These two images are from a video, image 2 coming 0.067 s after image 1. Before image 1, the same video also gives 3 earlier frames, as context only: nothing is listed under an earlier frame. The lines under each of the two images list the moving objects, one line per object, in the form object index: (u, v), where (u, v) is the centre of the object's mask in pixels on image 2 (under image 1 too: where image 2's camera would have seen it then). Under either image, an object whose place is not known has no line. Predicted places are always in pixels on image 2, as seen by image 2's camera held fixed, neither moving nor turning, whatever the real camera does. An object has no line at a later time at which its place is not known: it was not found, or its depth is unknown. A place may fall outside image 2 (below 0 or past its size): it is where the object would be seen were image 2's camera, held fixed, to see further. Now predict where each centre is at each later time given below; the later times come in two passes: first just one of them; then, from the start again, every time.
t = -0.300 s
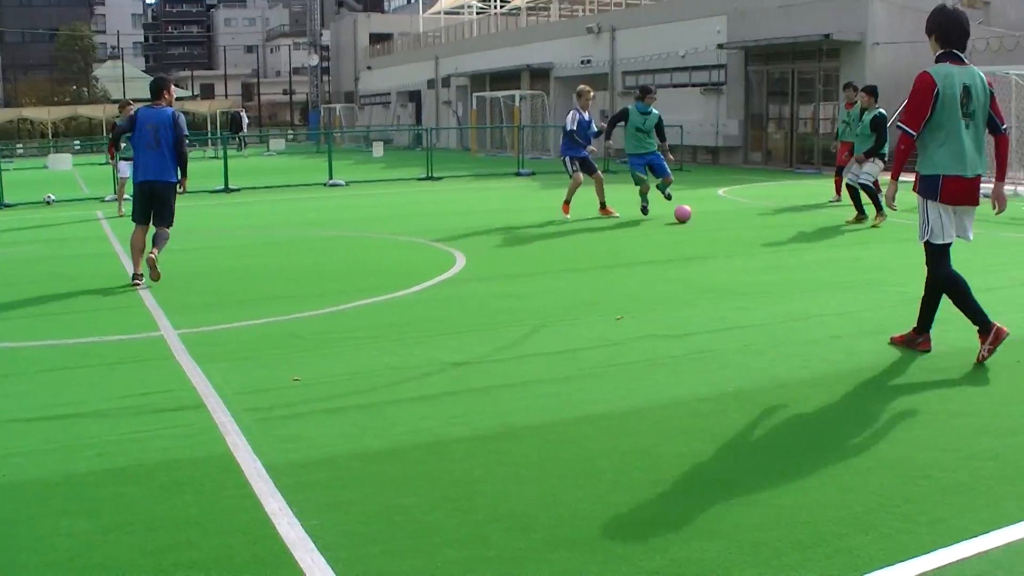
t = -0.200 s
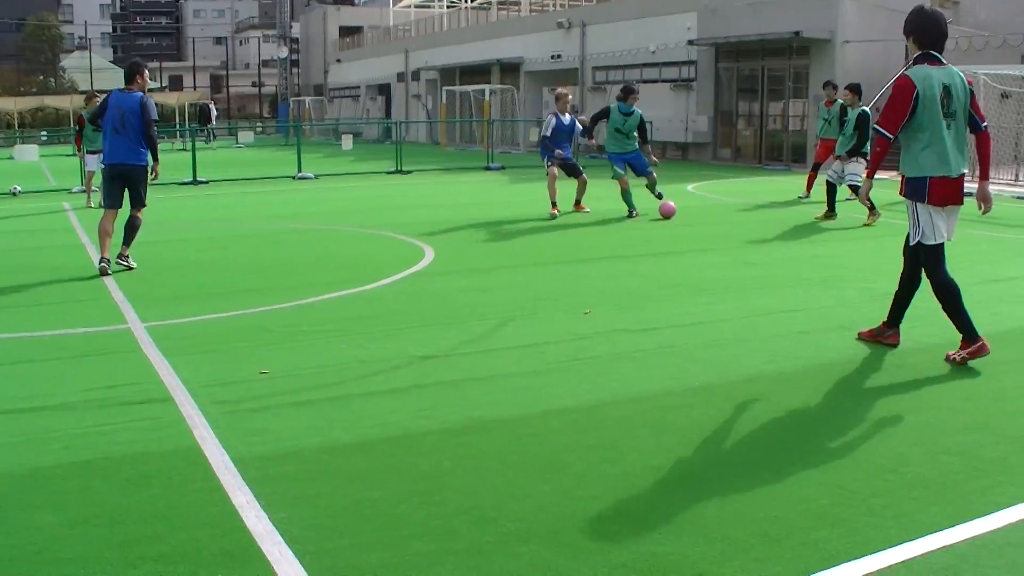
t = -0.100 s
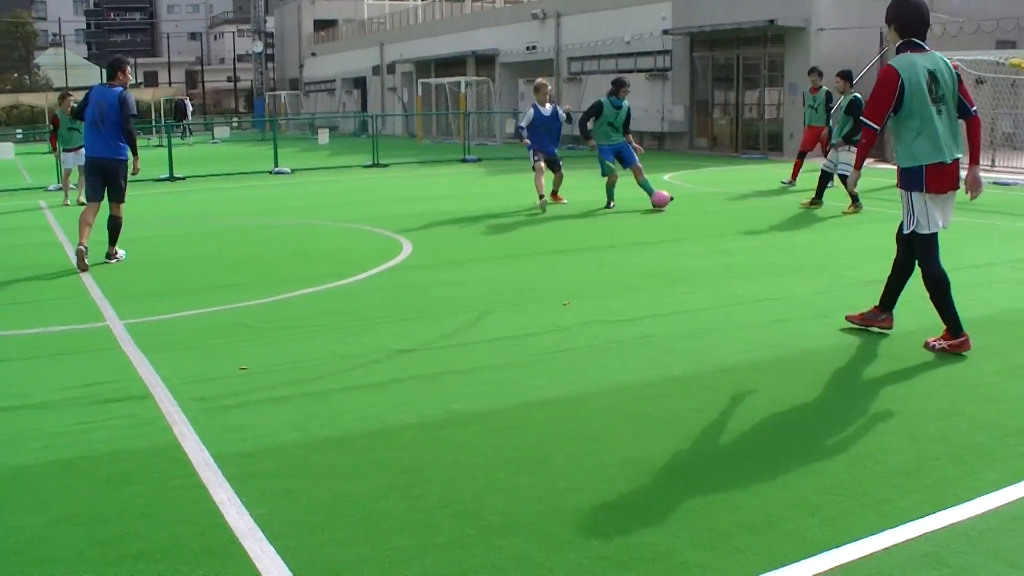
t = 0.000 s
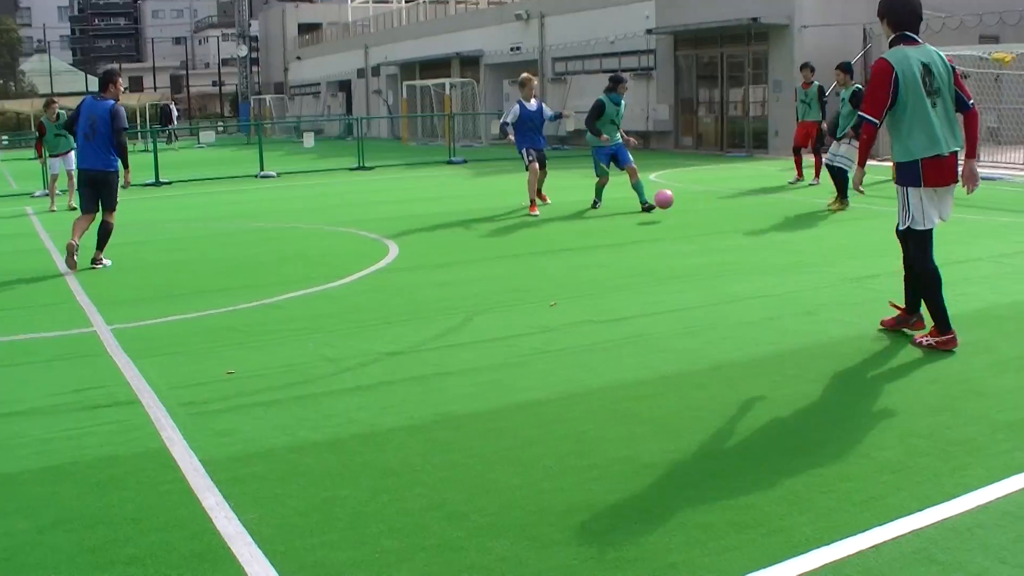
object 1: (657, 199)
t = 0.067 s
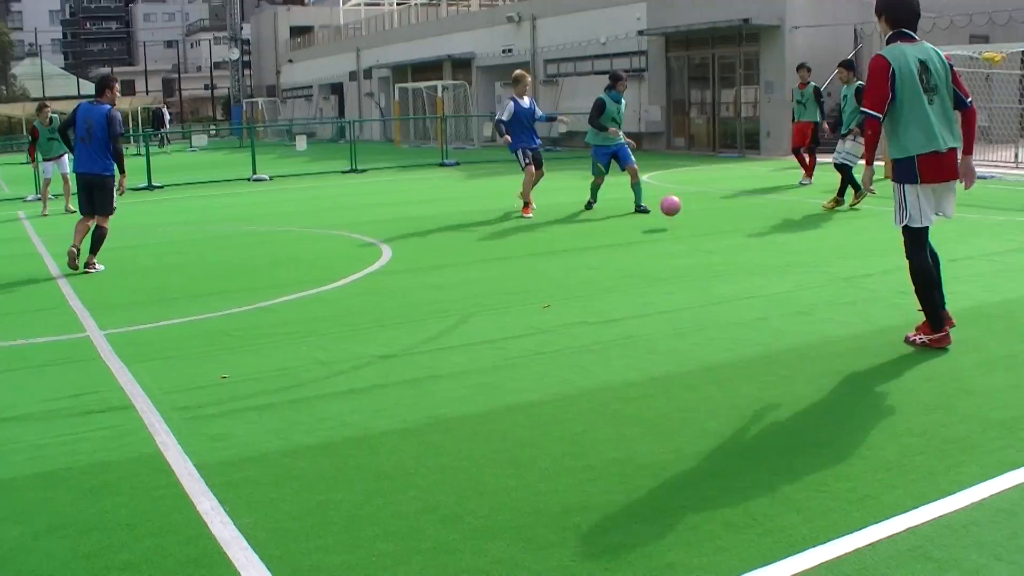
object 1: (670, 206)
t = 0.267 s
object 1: (713, 235)
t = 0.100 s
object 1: (676, 211)
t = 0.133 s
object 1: (682, 217)
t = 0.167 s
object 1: (690, 224)
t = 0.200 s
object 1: (698, 232)
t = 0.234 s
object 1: (705, 233)
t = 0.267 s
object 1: (713, 235)
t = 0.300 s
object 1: (722, 238)
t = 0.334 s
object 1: (732, 243)
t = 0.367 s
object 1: (743, 250)
